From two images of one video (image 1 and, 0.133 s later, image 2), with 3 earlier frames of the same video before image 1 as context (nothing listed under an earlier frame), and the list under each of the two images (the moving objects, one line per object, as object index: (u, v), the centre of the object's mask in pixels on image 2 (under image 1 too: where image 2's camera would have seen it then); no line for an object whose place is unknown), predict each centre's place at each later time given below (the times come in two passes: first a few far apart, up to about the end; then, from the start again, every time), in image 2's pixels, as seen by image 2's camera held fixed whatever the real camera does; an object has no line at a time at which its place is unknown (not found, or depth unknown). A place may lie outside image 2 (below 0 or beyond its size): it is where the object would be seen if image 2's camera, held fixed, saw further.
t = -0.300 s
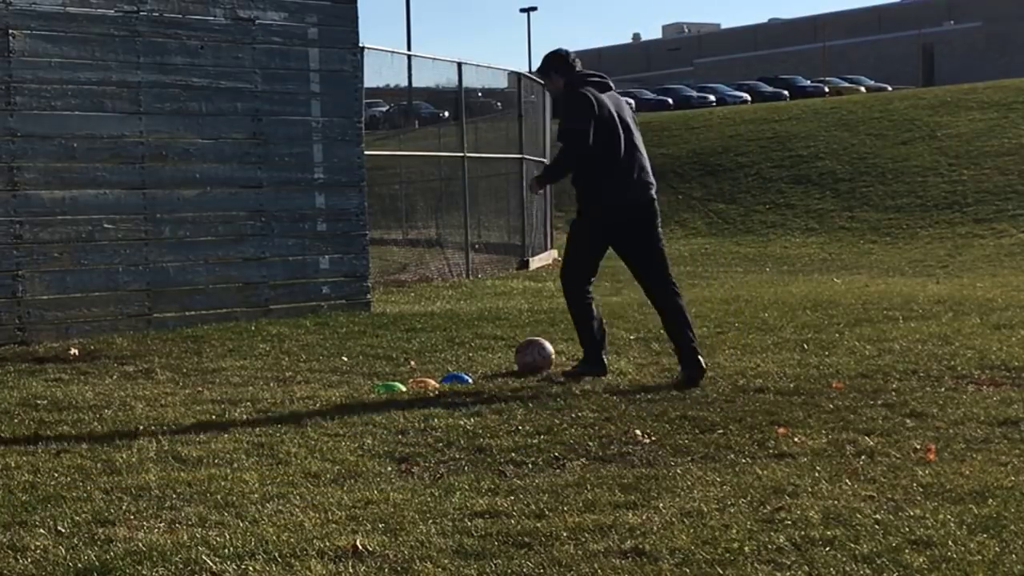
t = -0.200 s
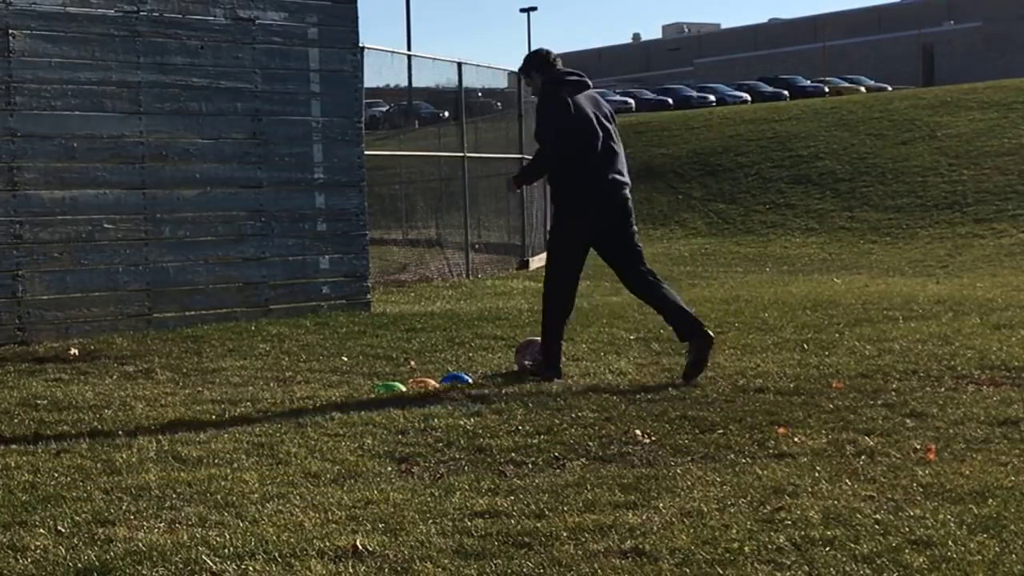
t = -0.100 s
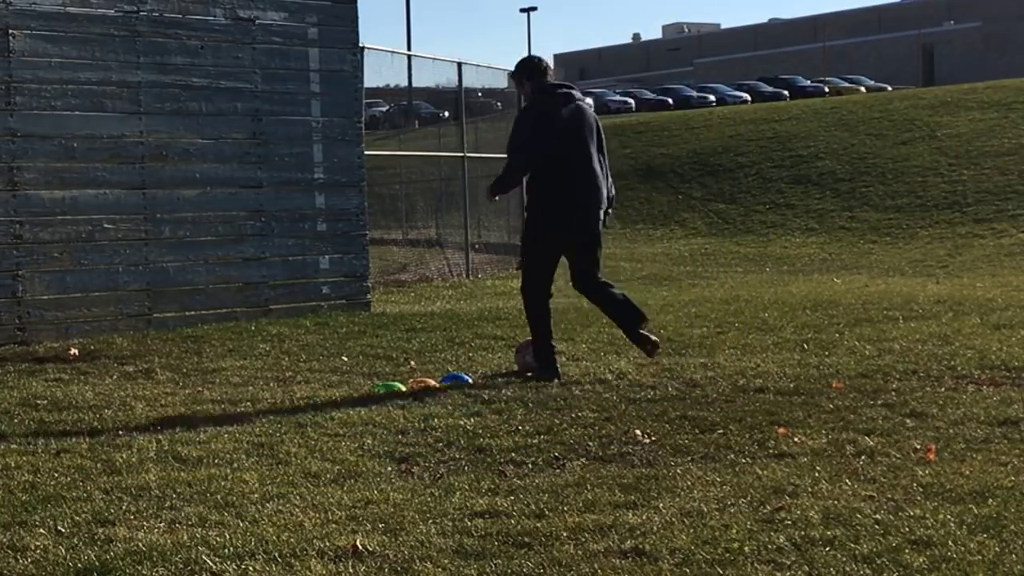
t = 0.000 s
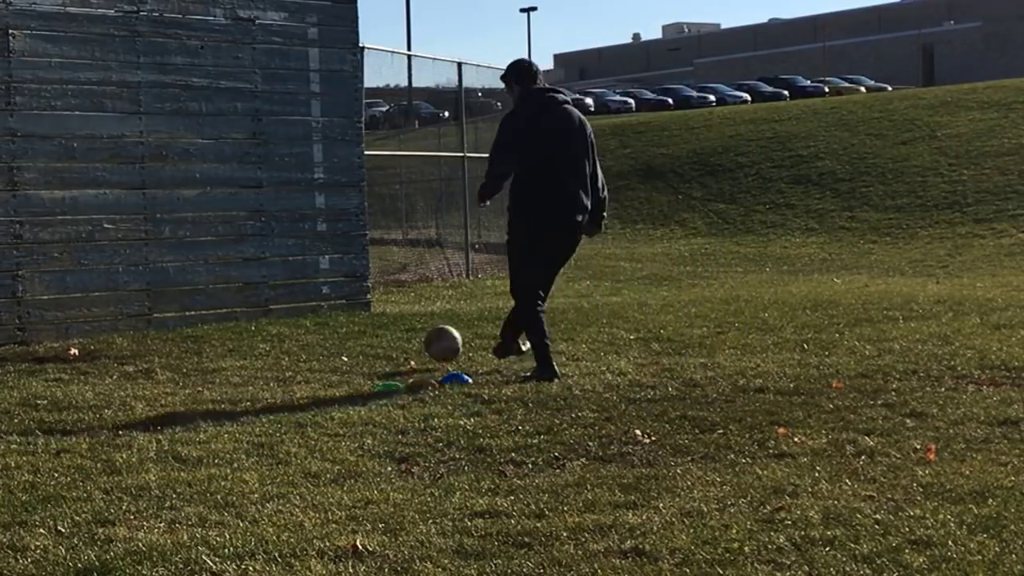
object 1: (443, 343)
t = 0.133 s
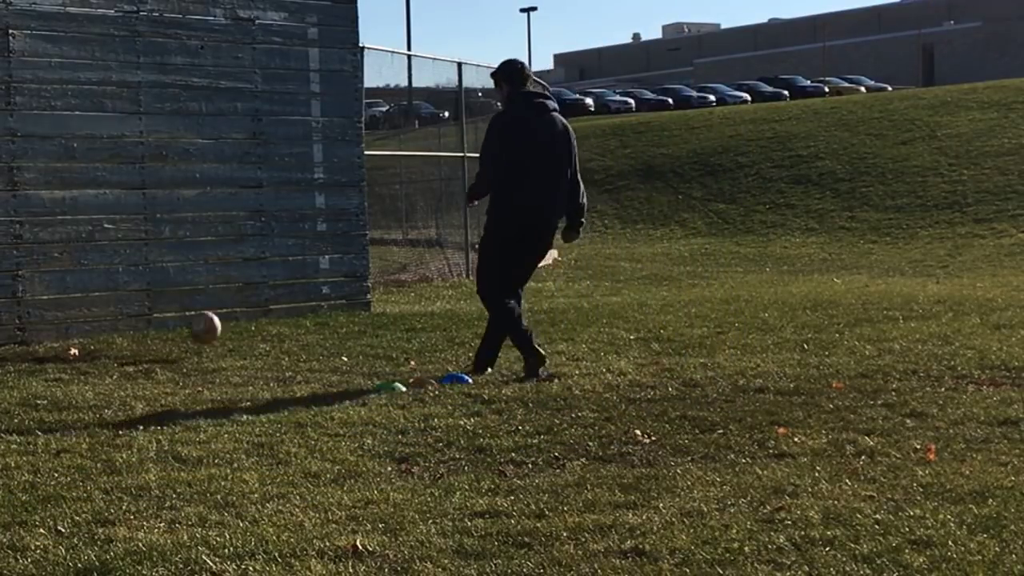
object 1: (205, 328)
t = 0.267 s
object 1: (66, 308)
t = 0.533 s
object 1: (300, 240)
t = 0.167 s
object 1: (154, 328)
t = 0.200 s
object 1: (105, 331)
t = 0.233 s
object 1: (65, 323)
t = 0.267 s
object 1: (66, 308)
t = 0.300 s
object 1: (93, 296)
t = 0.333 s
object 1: (119, 284)
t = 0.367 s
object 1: (148, 273)
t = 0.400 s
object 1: (176, 265)
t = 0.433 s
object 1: (206, 255)
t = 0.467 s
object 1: (235, 249)
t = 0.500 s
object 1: (268, 244)
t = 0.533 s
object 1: (300, 240)
